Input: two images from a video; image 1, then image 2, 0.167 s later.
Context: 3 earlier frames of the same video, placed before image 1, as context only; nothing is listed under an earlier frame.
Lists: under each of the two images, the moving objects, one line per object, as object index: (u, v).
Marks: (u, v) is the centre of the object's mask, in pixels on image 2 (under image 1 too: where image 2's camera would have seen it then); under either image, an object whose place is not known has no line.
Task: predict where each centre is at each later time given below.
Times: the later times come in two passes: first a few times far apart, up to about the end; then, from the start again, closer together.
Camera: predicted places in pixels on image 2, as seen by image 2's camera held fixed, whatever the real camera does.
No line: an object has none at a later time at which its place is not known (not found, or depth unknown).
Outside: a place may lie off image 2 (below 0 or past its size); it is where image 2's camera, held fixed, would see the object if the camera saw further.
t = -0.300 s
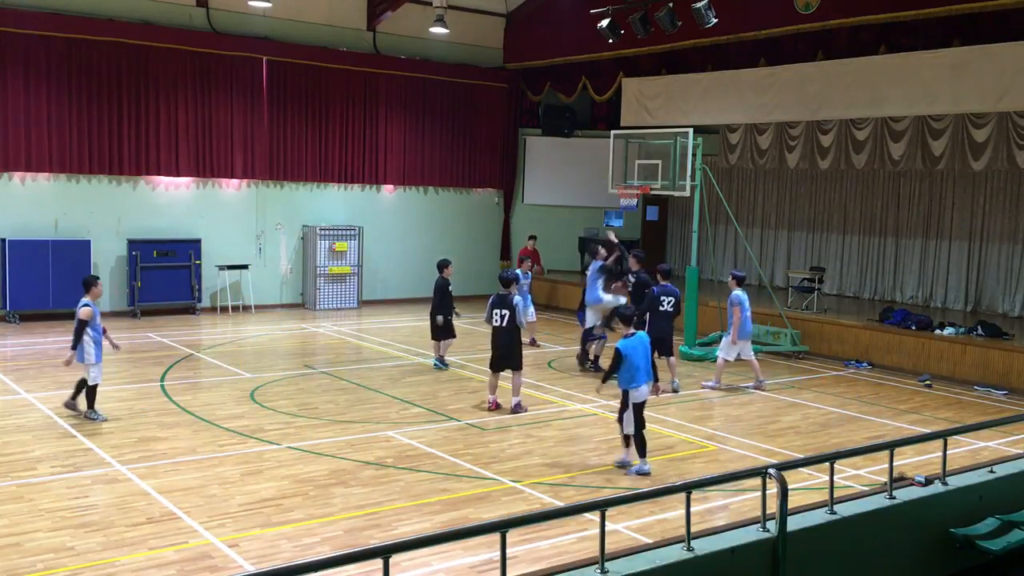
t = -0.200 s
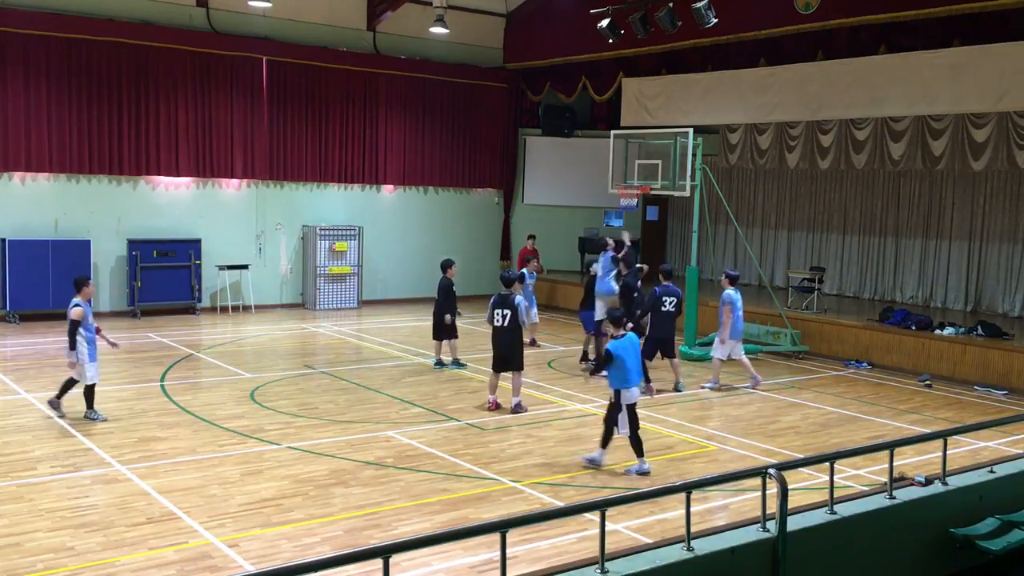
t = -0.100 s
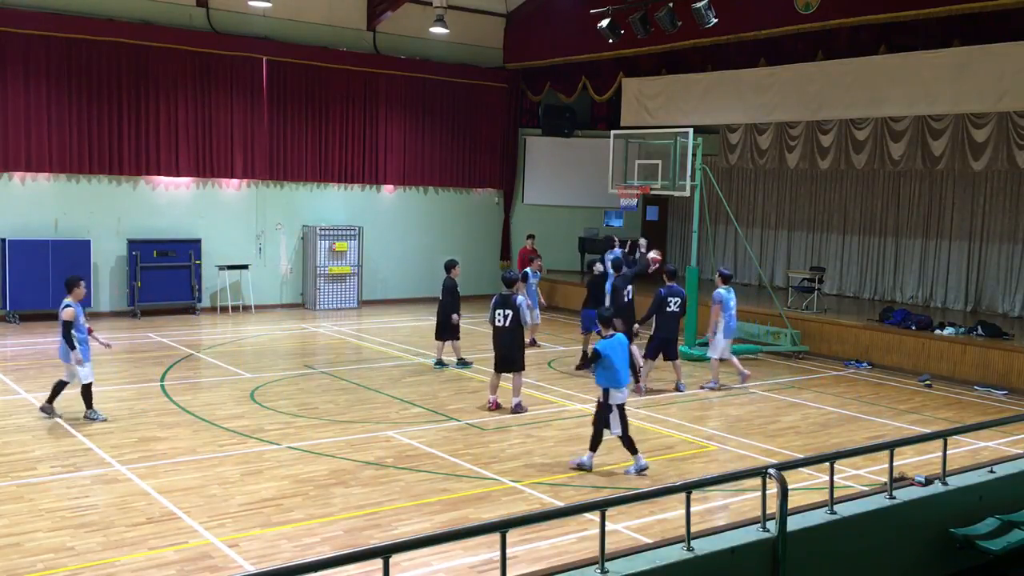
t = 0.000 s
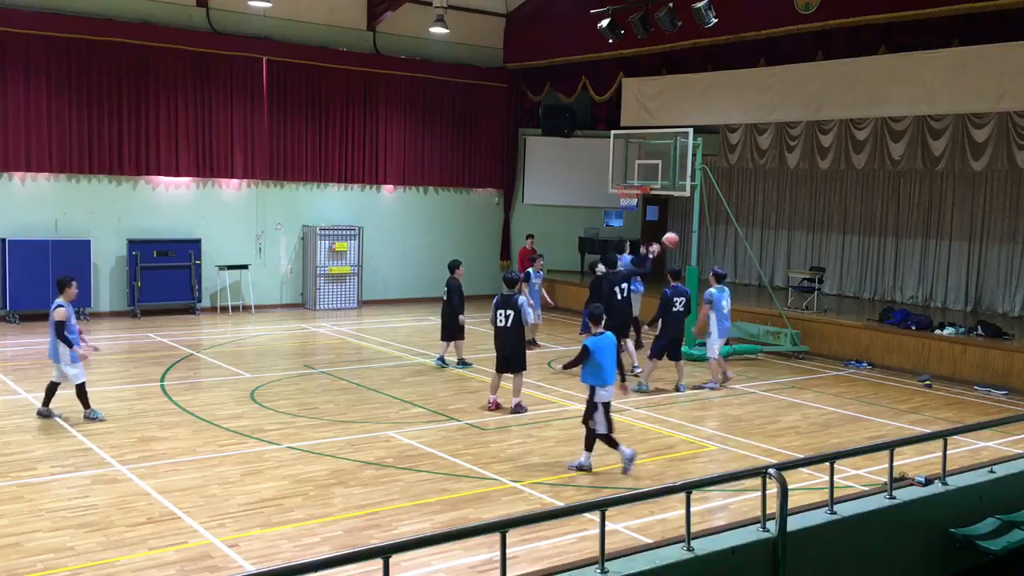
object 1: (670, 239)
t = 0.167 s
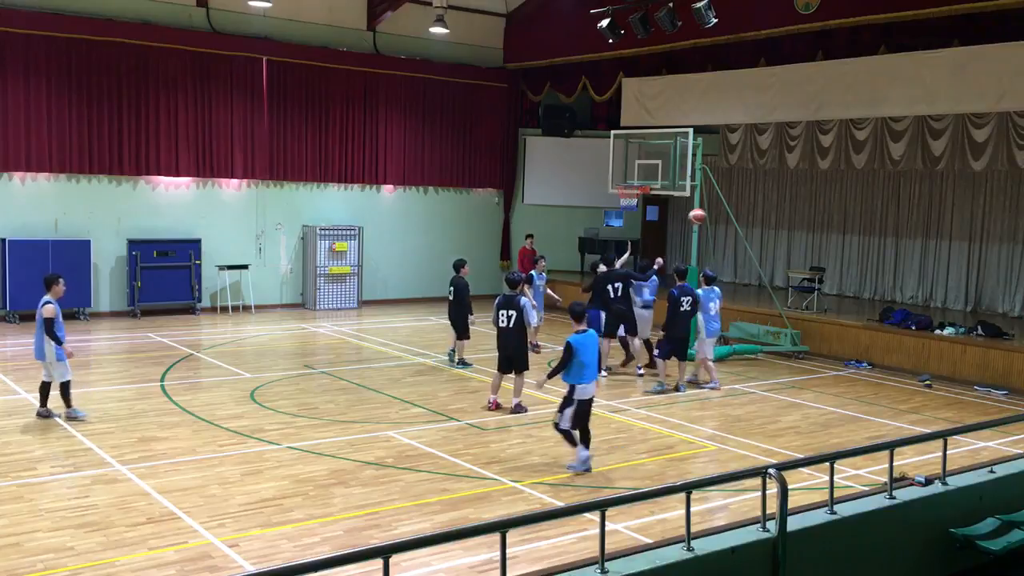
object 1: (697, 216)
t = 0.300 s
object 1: (718, 209)
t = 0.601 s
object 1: (765, 235)
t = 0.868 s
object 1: (805, 309)
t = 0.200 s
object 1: (702, 213)
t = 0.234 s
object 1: (707, 211)
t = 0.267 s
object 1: (712, 209)
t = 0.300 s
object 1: (718, 209)
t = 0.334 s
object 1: (723, 209)
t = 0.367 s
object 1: (729, 210)
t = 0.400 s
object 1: (734, 211)
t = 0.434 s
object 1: (738, 212)
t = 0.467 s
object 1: (744, 216)
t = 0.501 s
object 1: (749, 221)
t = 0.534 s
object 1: (755, 223)
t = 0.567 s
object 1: (760, 229)
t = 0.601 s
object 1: (765, 235)
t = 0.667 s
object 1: (775, 249)
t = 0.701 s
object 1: (781, 258)
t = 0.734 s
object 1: (785, 266)
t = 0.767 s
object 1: (791, 275)
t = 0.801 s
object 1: (795, 286)
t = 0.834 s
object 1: (800, 298)
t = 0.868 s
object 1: (805, 309)
